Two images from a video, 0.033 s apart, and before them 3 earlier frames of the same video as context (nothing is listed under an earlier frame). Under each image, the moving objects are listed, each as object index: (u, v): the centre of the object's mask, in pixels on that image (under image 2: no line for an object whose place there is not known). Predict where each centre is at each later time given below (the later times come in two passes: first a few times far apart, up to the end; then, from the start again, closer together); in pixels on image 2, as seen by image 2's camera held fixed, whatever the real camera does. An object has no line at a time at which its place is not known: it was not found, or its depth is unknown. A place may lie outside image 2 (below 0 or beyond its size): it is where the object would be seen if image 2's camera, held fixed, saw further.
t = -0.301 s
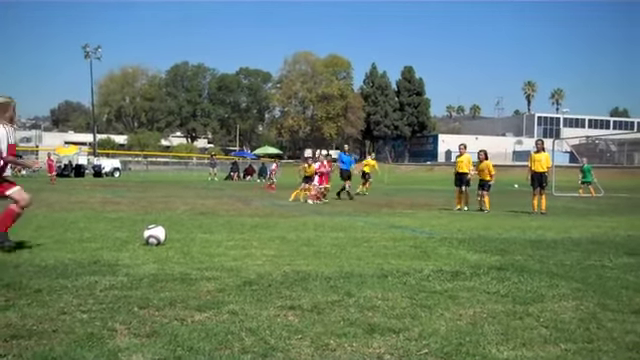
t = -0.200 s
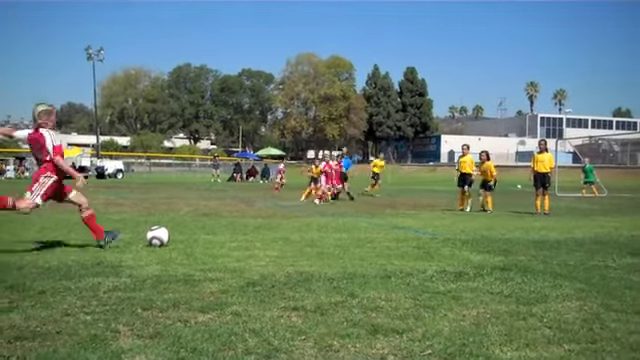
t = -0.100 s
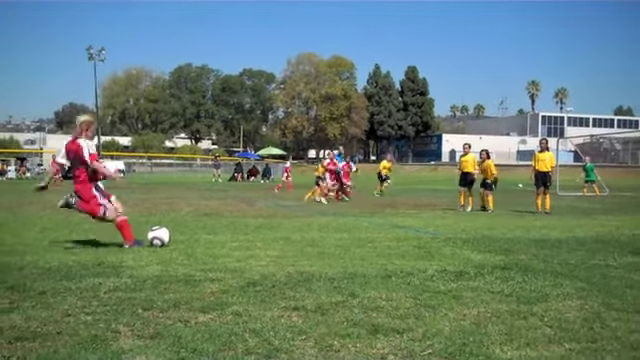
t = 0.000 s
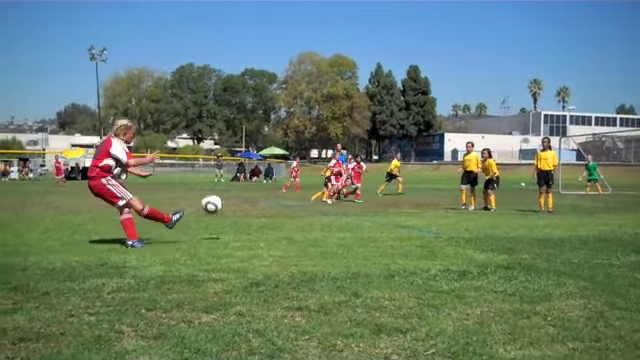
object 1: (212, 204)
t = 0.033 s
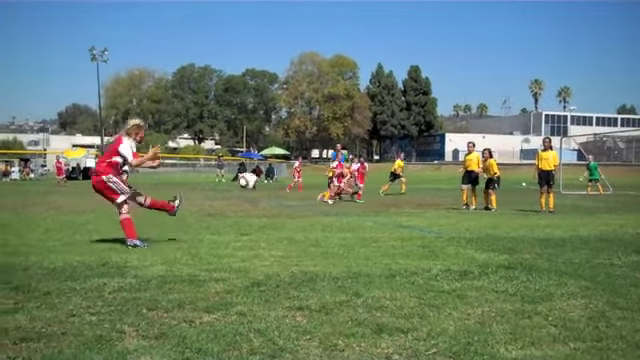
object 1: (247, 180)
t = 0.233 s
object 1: (393, 93)
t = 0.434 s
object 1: (474, 58)
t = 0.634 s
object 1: (526, 47)
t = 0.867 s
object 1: (567, 54)
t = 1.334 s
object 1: (618, 103)
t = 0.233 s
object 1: (393, 93)
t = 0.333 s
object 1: (439, 72)
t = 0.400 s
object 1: (463, 62)
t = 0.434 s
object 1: (474, 58)
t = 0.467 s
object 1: (484, 55)
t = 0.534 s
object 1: (503, 50)
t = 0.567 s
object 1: (511, 49)
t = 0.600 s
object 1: (519, 48)
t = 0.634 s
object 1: (526, 47)
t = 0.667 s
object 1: (533, 47)
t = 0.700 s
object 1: (540, 47)
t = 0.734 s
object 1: (545, 48)
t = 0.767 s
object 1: (551, 48)
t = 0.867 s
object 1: (567, 54)
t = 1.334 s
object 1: (618, 103)
